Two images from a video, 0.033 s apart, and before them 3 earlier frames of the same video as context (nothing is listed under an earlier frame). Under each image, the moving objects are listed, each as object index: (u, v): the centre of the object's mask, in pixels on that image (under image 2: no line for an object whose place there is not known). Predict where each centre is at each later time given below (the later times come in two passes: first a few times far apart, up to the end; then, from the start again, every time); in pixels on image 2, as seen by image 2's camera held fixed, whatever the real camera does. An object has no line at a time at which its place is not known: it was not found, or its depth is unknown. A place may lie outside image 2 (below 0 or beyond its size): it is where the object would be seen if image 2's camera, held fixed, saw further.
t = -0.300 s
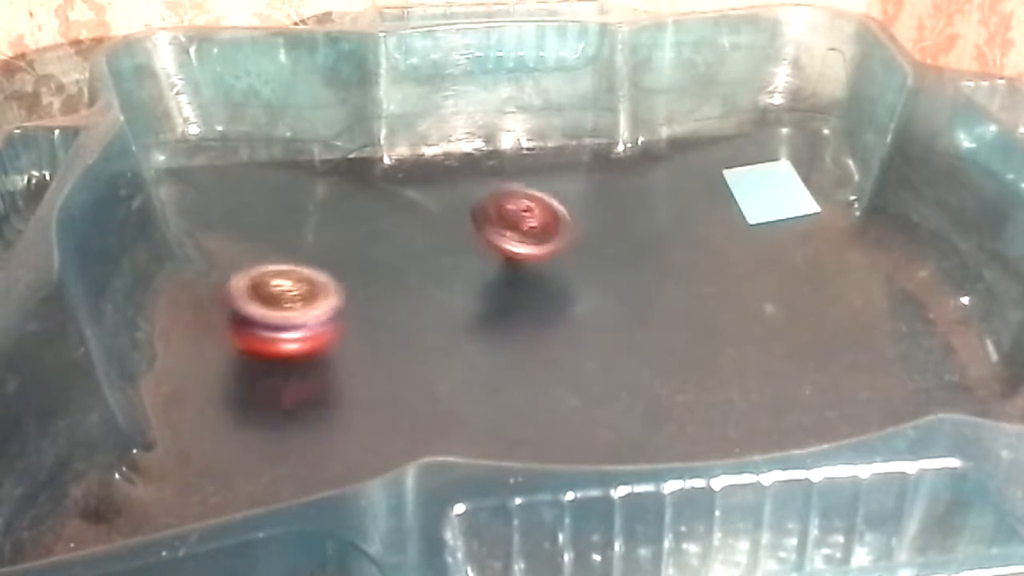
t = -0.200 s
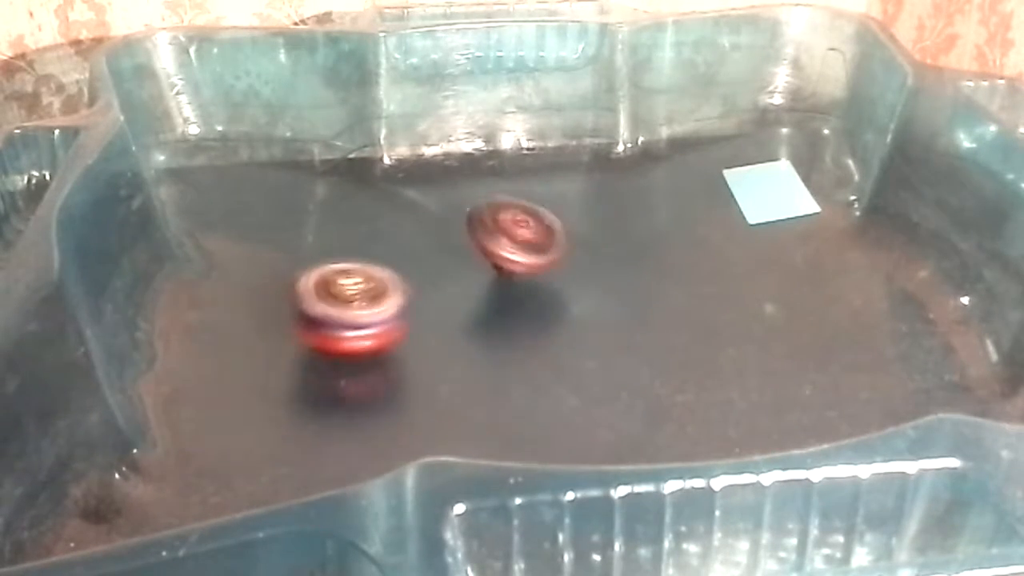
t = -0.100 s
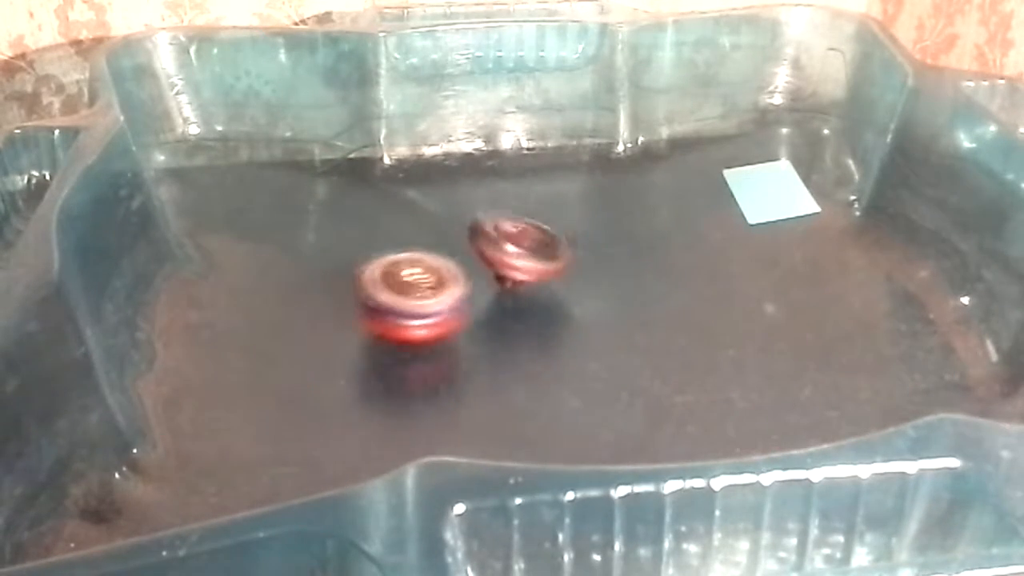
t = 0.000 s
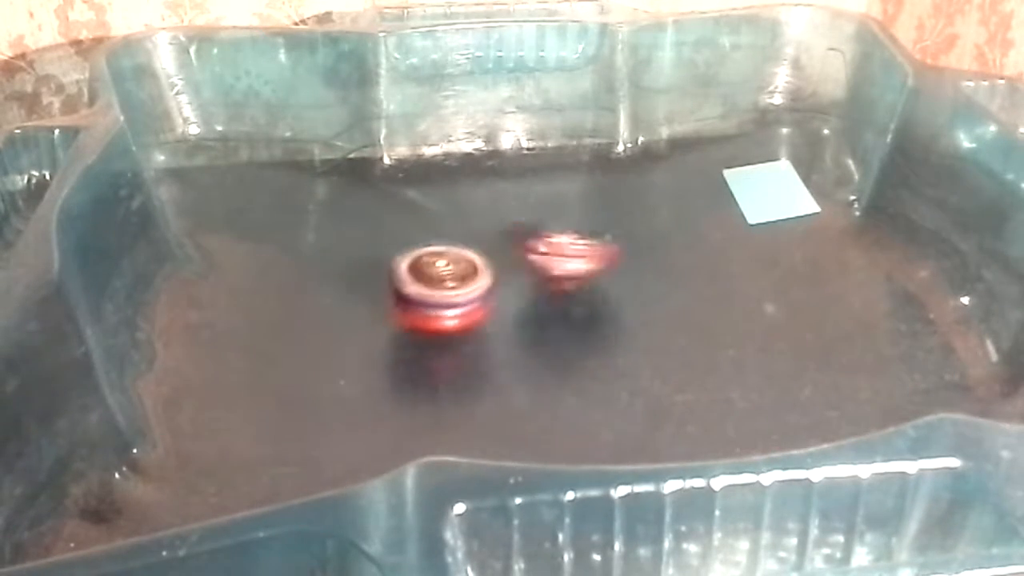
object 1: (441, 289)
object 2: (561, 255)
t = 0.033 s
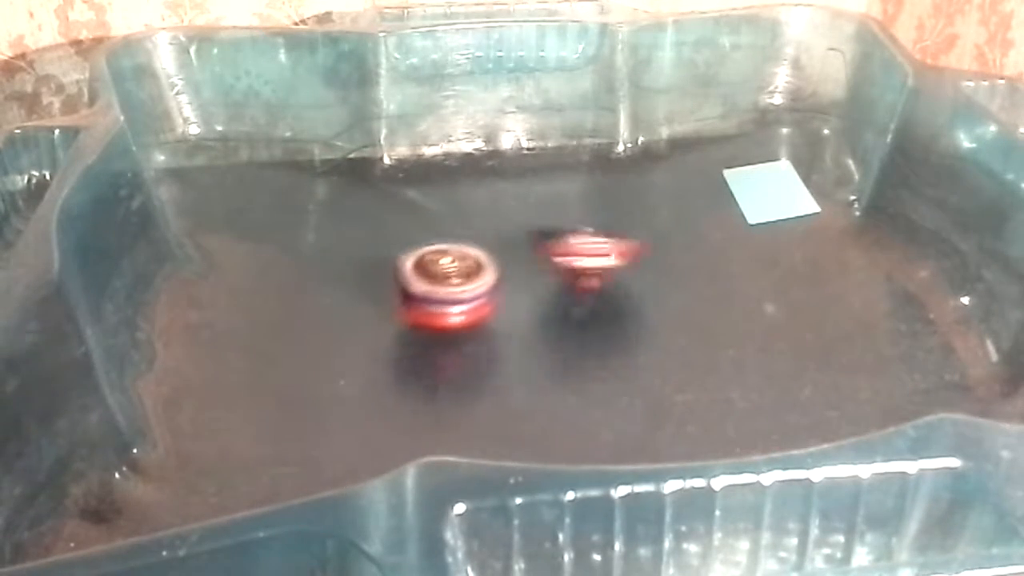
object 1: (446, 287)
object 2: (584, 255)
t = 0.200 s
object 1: (487, 270)
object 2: (651, 244)
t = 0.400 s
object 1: (519, 252)
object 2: (665, 227)
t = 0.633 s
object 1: (517, 247)
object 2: (644, 221)
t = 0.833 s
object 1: (447, 273)
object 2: (649, 234)
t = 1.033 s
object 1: (426, 317)
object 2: (654, 261)
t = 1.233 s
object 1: (473, 357)
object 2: (674, 271)
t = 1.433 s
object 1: (563, 363)
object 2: (694, 267)
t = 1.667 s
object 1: (624, 325)
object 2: (690, 261)
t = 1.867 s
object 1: (572, 320)
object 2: (672, 247)
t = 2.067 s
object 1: (503, 320)
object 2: (644, 256)
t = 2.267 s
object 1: (439, 325)
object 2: (628, 277)
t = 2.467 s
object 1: (412, 335)
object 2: (642, 299)
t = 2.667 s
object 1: (425, 340)
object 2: (671, 302)
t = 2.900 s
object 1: (484, 331)
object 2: (680, 291)
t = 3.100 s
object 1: (535, 305)
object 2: (660, 290)
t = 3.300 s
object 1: (512, 279)
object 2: (661, 298)
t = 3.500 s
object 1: (487, 262)
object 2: (662, 307)
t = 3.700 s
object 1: (465, 259)
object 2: (665, 312)
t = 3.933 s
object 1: (460, 272)
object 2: (663, 315)
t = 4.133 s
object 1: (485, 290)
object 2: (655, 320)
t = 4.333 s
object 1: (519, 309)
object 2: (646, 328)
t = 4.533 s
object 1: (484, 309)
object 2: (724, 358)
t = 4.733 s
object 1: (421, 300)
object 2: (734, 342)
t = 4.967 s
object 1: (381, 297)
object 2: (702, 342)
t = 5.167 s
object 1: (396, 301)
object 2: (671, 364)
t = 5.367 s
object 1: (446, 298)
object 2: (687, 376)
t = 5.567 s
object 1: (504, 293)
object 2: (687, 361)
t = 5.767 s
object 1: (564, 292)
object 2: (663, 362)
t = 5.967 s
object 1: (615, 286)
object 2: (641, 378)
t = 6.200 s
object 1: (641, 286)
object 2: (649, 381)
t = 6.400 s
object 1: (630, 285)
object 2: (636, 372)
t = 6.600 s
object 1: (601, 298)
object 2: (613, 377)
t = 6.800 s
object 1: (555, 317)
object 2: (603, 392)
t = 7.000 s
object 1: (504, 328)
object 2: (602, 381)
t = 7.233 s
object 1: (453, 331)
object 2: (581, 378)
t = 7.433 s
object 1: (432, 327)
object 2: (563, 385)
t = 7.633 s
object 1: (438, 319)
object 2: (561, 386)
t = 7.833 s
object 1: (465, 309)
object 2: (550, 380)
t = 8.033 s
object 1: (496, 295)
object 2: (531, 380)
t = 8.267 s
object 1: (541, 296)
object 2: (524, 383)
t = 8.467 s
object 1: (578, 292)
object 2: (514, 377)
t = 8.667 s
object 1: (587, 294)
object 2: (501, 373)
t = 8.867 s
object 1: (577, 300)
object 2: (492, 378)
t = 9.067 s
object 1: (557, 303)
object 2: (487, 371)
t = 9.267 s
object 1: (530, 306)
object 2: (479, 368)
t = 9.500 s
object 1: (518, 292)
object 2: (454, 405)
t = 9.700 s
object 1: (542, 271)
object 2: (480, 390)
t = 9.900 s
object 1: (570, 259)
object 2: (471, 356)
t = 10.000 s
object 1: (584, 256)
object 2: (454, 346)
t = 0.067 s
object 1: (454, 283)
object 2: (606, 253)
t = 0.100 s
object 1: (462, 280)
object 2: (622, 251)
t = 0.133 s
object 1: (471, 277)
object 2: (632, 249)
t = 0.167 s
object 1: (479, 274)
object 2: (643, 246)
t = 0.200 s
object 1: (487, 270)
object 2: (651, 244)
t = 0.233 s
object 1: (494, 266)
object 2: (657, 240)
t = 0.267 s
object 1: (500, 262)
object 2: (663, 238)
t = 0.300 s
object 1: (506, 259)
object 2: (666, 234)
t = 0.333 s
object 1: (511, 257)
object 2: (666, 234)
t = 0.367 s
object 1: (515, 254)
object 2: (667, 228)
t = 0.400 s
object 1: (519, 252)
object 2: (665, 227)
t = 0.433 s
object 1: (522, 250)
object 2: (661, 224)
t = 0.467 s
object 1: (525, 248)
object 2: (657, 224)
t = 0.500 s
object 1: (527, 246)
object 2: (654, 223)
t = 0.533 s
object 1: (529, 247)
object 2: (647, 223)
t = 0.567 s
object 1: (531, 246)
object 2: (643, 223)
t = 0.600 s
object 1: (531, 246)
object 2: (638, 224)
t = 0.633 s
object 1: (517, 247)
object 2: (644, 221)
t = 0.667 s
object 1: (503, 250)
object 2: (652, 223)
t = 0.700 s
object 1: (490, 253)
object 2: (654, 222)
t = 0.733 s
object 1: (477, 258)
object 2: (653, 224)
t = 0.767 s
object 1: (466, 262)
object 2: (652, 227)
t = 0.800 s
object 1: (456, 267)
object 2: (650, 231)
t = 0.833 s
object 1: (447, 273)
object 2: (649, 234)
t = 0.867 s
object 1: (439, 280)
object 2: (648, 239)
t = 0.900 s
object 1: (433, 286)
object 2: (649, 243)
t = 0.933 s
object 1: (429, 293)
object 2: (649, 247)
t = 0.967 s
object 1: (426, 301)
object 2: (650, 253)
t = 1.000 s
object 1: (425, 308)
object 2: (651, 255)
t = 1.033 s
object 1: (426, 317)
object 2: (654, 261)
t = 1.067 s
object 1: (428, 325)
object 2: (656, 262)
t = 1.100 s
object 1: (433, 333)
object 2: (658, 266)
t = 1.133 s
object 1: (439, 340)
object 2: (661, 266)
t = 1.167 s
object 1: (448, 347)
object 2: (665, 269)
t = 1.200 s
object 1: (460, 353)
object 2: (669, 269)
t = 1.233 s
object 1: (473, 357)
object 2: (674, 271)
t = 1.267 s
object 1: (487, 362)
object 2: (677, 271)
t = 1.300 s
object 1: (502, 364)
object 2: (682, 271)
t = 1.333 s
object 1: (518, 366)
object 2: (685, 270)
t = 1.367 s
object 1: (534, 366)
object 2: (689, 269)
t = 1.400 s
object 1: (549, 365)
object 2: (692, 269)
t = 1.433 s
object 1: (563, 363)
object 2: (694, 267)
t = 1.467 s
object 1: (577, 359)
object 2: (695, 266)
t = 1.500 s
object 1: (589, 355)
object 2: (695, 265)
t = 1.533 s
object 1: (599, 350)
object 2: (695, 264)
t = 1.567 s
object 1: (608, 344)
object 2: (693, 264)
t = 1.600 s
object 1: (616, 338)
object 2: (693, 263)
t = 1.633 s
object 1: (621, 332)
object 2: (691, 262)
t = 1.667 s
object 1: (624, 325)
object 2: (690, 261)
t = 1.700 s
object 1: (618, 323)
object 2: (690, 256)
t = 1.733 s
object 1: (610, 324)
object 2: (689, 254)
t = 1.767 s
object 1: (601, 323)
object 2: (683, 251)
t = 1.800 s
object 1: (592, 323)
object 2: (680, 249)
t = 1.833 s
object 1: (582, 321)
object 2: (676, 248)
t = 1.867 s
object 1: (572, 320)
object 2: (672, 247)
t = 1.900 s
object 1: (561, 320)
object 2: (667, 248)
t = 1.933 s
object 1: (550, 319)
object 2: (663, 248)
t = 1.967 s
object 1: (538, 319)
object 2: (657, 249)
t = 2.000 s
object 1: (527, 319)
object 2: (653, 251)
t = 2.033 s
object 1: (515, 320)
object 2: (649, 252)
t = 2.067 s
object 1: (503, 320)
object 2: (644, 256)
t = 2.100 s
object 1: (491, 320)
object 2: (640, 258)
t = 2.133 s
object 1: (479, 322)
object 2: (637, 262)
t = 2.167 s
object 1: (469, 322)
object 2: (633, 264)
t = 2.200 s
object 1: (458, 323)
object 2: (630, 269)
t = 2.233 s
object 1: (448, 324)
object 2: (628, 273)
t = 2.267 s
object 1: (439, 325)
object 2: (628, 277)
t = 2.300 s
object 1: (432, 326)
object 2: (628, 280)
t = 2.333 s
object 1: (425, 328)
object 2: (629, 285)
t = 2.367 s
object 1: (419, 330)
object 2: (632, 289)
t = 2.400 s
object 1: (416, 331)
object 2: (633, 293)
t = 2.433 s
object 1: (413, 334)
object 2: (638, 296)
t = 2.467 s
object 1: (412, 335)
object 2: (642, 299)
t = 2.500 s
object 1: (411, 336)
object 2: (647, 300)
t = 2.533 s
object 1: (411, 337)
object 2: (651, 302)
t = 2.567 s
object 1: (414, 339)
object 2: (657, 303)
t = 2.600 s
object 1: (416, 339)
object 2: (661, 304)
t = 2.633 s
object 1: (420, 340)
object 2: (665, 304)
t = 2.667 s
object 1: (425, 340)
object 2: (671, 302)
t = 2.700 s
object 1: (431, 340)
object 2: (675, 301)
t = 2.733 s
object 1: (438, 340)
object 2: (679, 299)
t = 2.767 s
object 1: (446, 340)
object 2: (681, 298)
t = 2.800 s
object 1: (455, 339)
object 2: (682, 295)
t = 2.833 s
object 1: (464, 336)
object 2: (681, 294)
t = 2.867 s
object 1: (473, 334)
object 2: (682, 292)
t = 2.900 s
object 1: (484, 331)
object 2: (680, 291)
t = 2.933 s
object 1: (492, 328)
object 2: (679, 289)
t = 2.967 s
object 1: (502, 324)
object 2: (676, 288)
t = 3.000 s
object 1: (512, 320)
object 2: (673, 288)
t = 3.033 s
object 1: (519, 315)
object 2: (669, 288)
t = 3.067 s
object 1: (528, 310)
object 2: (664, 289)
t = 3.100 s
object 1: (535, 305)
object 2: (660, 290)
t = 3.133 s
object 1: (536, 300)
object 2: (660, 290)
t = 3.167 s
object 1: (531, 296)
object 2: (665, 291)
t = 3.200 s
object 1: (526, 291)
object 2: (664, 292)
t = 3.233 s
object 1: (521, 288)
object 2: (661, 294)
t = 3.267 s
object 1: (517, 283)
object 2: (661, 296)
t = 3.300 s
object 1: (512, 279)
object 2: (661, 298)
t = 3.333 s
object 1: (508, 276)
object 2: (660, 299)
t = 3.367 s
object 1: (504, 272)
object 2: (660, 301)
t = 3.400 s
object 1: (500, 269)
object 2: (660, 303)
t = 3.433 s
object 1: (496, 266)
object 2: (662, 304)
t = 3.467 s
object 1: (490, 263)
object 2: (662, 306)
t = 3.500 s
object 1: (487, 262)
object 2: (662, 307)
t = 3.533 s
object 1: (482, 260)
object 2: (663, 309)
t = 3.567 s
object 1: (479, 259)
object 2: (665, 310)
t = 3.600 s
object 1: (474, 258)
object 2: (664, 310)
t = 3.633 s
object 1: (471, 258)
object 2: (664, 311)
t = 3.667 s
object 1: (468, 258)
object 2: (665, 312)
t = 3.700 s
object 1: (465, 259)
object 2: (665, 312)
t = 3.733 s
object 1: (462, 261)
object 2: (666, 312)
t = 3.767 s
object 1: (460, 262)
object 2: (665, 313)
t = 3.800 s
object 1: (460, 263)
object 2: (664, 312)
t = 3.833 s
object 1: (459, 265)
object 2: (662, 313)
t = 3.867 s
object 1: (459, 267)
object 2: (662, 314)
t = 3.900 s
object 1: (459, 268)
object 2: (664, 315)
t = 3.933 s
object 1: (460, 272)
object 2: (663, 315)
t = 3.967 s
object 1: (462, 275)
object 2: (662, 315)
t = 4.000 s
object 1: (466, 278)
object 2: (660, 316)
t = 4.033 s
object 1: (469, 281)
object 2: (660, 317)
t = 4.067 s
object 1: (474, 284)
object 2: (659, 318)
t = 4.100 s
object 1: (478, 287)
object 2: (656, 318)
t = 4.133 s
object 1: (485, 290)
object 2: (655, 320)
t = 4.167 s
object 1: (490, 293)
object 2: (652, 321)
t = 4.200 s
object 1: (496, 297)
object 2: (652, 322)
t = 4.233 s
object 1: (501, 300)
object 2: (650, 324)
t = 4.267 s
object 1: (507, 303)
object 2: (649, 325)
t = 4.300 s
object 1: (512, 306)
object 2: (647, 327)
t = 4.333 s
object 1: (519, 309)
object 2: (646, 328)
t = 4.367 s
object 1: (525, 313)
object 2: (647, 330)
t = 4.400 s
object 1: (531, 314)
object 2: (648, 332)
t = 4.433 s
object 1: (521, 315)
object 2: (668, 346)
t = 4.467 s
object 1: (508, 313)
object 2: (694, 348)
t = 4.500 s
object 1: (496, 311)
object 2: (712, 356)
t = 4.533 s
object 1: (484, 309)
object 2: (724, 358)
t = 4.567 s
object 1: (473, 308)
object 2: (732, 356)
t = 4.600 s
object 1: (460, 306)
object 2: (736, 353)
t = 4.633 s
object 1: (449, 305)
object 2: (739, 352)
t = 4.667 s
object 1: (440, 303)
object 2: (737, 348)
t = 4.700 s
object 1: (430, 302)
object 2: (738, 346)
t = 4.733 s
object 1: (421, 300)
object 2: (734, 342)
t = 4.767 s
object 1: (414, 299)
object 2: (732, 340)
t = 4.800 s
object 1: (405, 299)
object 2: (729, 338)
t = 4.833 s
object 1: (399, 297)
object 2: (725, 337)
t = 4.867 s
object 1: (392, 297)
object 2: (719, 337)
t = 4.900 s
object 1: (387, 297)
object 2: (713, 338)
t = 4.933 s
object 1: (384, 297)
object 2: (708, 340)
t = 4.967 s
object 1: (381, 297)
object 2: (702, 342)
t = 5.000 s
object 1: (380, 298)
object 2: (696, 344)
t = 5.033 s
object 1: (380, 298)
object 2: (690, 348)
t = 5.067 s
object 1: (381, 299)
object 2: (682, 350)
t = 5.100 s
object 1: (385, 299)
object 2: (679, 355)
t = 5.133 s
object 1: (390, 300)
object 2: (674, 360)
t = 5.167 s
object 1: (396, 301)
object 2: (671, 364)
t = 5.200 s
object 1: (404, 301)
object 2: (673, 367)
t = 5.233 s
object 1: (410, 301)
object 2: (674, 372)
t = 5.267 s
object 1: (417, 301)
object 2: (675, 375)
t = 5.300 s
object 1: (428, 300)
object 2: (679, 376)
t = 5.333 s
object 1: (437, 300)
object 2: (684, 376)
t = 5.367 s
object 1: (446, 298)
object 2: (687, 376)
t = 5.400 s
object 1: (456, 298)
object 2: (691, 373)
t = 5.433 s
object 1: (464, 297)
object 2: (692, 371)
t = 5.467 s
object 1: (474, 296)
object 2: (692, 370)
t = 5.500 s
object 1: (484, 295)
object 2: (692, 365)
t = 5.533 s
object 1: (494, 294)
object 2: (689, 362)
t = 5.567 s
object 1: (504, 293)
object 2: (687, 361)
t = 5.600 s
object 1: (513, 293)
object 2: (685, 359)
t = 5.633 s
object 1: (524, 293)
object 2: (680, 359)
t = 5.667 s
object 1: (534, 292)
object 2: (677, 360)
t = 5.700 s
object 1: (544, 292)
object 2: (673, 360)
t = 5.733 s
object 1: (554, 293)
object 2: (668, 361)
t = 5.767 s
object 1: (564, 292)
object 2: (663, 362)
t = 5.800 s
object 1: (573, 290)
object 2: (658, 363)
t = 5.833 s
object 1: (581, 287)
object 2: (652, 366)
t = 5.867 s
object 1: (591, 286)
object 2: (649, 369)
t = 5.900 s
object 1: (600, 287)
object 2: (645, 374)
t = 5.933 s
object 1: (608, 287)
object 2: (643, 376)
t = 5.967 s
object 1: (615, 286)
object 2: (641, 378)
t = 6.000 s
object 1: (622, 286)
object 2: (640, 381)
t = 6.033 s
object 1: (626, 285)
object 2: (641, 383)
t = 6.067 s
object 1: (630, 285)
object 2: (643, 384)
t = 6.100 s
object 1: (633, 284)
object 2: (646, 386)
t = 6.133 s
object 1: (637, 285)
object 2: (647, 384)
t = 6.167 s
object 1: (640, 285)
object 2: (649, 383)
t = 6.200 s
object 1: (641, 286)
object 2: (649, 381)
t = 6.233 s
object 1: (642, 286)
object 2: (648, 377)
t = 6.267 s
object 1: (642, 286)
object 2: (646, 375)
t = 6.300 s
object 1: (640, 285)
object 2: (644, 374)
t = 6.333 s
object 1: (638, 285)
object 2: (642, 373)
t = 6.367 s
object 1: (633, 285)
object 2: (640, 371)
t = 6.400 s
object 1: (630, 285)
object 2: (636, 372)
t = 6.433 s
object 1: (627, 285)
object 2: (633, 371)
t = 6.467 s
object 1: (624, 286)
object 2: (629, 372)
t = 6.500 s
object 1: (619, 289)
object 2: (626, 373)
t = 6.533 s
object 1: (611, 290)
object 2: (621, 374)
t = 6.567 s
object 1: (607, 293)
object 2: (617, 375)
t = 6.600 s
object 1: (601, 298)
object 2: (613, 377)
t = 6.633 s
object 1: (595, 299)
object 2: (610, 378)
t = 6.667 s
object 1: (586, 305)
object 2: (607, 382)
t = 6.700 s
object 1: (578, 308)
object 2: (605, 385)
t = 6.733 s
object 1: (570, 311)
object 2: (603, 387)
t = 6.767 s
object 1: (563, 314)
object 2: (603, 389)
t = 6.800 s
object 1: (555, 317)
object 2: (603, 392)
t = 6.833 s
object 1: (547, 319)
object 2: (603, 390)
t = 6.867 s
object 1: (537, 322)
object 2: (606, 390)
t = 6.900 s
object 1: (529, 323)
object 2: (605, 388)
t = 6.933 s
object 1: (520, 325)
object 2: (604, 386)
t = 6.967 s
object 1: (511, 326)
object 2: (605, 383)
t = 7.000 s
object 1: (504, 328)
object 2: (602, 381)
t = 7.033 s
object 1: (496, 329)
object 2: (601, 379)
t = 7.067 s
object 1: (487, 329)
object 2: (598, 378)
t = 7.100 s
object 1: (480, 330)
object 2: (594, 377)
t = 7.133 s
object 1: (472, 330)
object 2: (591, 376)
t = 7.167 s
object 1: (465, 331)
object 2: (587, 376)
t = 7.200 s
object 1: (459, 331)
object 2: (584, 378)
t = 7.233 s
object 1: (453, 331)
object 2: (581, 378)
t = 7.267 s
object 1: (449, 331)
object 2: (578, 378)
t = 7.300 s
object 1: (445, 331)
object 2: (573, 378)
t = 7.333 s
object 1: (441, 330)
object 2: (570, 379)
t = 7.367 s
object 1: (437, 329)
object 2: (566, 381)
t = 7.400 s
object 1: (434, 328)
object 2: (564, 384)
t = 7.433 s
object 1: (432, 327)
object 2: (563, 385)
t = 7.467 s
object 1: (433, 326)
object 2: (561, 387)
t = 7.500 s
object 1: (433, 325)
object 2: (561, 388)
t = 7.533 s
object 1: (435, 324)
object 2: (562, 389)
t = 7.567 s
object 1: (435, 322)
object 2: (562, 390)
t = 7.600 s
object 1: (436, 321)
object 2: (562, 389)
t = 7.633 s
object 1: (438, 319)
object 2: (561, 386)
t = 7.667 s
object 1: (440, 319)
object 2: (561, 384)
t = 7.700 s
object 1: (444, 317)
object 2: (559, 383)
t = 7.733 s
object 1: (448, 315)
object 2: (556, 380)
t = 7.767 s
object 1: (454, 314)
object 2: (553, 380)
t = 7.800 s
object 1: (459, 312)
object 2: (551, 379)
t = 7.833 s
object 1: (465, 309)
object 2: (550, 380)
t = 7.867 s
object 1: (468, 305)
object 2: (545, 379)
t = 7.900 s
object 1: (474, 303)
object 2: (543, 379)
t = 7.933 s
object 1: (479, 300)
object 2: (540, 379)
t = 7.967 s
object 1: (484, 297)
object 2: (536, 379)
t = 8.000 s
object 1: (490, 296)
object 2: (533, 379)
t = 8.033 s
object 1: (496, 295)
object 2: (531, 380)
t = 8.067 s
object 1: (503, 296)
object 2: (529, 382)
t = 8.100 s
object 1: (509, 296)
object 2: (528, 385)
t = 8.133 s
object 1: (515, 297)
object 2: (524, 383)
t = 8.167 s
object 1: (521, 296)
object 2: (522, 383)
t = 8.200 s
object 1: (528, 297)
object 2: (522, 385)
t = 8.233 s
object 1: (534, 295)
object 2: (524, 383)
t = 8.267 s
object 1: (541, 296)
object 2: (524, 383)
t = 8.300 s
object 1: (546, 294)
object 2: (525, 382)
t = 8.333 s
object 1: (554, 293)
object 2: (524, 381)
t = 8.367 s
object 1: (560, 291)
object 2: (522, 378)
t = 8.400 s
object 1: (567, 292)
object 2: (520, 378)
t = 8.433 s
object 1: (573, 291)
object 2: (516, 377)
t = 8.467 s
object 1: (578, 292)
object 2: (514, 377)
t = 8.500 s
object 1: (581, 292)
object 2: (512, 376)
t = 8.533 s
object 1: (583, 292)
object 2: (512, 377)
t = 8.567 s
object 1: (585, 292)
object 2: (510, 376)
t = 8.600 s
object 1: (586, 293)
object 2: (508, 375)
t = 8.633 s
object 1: (587, 293)
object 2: (504, 373)
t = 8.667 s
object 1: (587, 294)
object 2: (501, 373)
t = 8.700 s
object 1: (588, 295)
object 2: (497, 374)
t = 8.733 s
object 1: (587, 296)
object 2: (495, 374)
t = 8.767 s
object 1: (585, 297)
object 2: (494, 375)
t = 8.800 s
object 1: (582, 298)
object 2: (493, 376)
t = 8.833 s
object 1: (581, 299)
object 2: (492, 377)
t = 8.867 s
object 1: (577, 300)
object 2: (492, 378)
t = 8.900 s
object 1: (576, 302)
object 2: (492, 377)
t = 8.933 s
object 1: (573, 303)
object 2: (493, 377)
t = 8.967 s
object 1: (570, 303)
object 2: (492, 375)
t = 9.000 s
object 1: (566, 303)
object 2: (491, 373)
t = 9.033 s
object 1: (562, 303)
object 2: (489, 371)
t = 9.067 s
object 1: (557, 303)
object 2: (487, 371)
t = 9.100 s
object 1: (552, 304)
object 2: (484, 370)
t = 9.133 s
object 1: (547, 305)
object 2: (483, 370)
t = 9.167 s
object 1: (543, 306)
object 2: (482, 371)
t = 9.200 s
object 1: (540, 306)
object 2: (481, 370)
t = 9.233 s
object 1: (534, 307)
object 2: (480, 370)
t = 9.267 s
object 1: (530, 306)
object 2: (479, 368)
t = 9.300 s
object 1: (524, 308)
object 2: (477, 368)
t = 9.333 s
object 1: (520, 307)
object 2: (473, 367)
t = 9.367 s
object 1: (515, 306)
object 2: (464, 380)
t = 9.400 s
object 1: (513, 305)
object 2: (456, 390)
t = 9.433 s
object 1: (515, 301)
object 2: (450, 397)
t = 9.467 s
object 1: (516, 297)
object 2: (450, 401)
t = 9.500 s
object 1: (518, 292)
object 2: (454, 405)
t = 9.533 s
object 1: (521, 289)
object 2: (458, 407)
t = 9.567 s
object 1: (525, 284)
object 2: (461, 403)
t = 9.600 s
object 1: (529, 281)
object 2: (465, 404)
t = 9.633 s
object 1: (533, 277)
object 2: (467, 404)
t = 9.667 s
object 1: (537, 275)
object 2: (473, 395)
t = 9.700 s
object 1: (542, 271)
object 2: (480, 390)
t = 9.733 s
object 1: (547, 269)
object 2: (483, 387)
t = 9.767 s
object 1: (553, 266)
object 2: (481, 384)
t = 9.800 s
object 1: (558, 263)
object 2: (483, 372)
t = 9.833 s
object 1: (563, 261)
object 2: (479, 366)
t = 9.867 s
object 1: (567, 259)
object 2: (475, 363)
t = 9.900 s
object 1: (570, 259)
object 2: (471, 356)
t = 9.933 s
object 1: (575, 257)
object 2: (466, 349)
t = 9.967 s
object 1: (580, 256)
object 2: (459, 347)
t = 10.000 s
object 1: (584, 256)
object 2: (454, 346)
